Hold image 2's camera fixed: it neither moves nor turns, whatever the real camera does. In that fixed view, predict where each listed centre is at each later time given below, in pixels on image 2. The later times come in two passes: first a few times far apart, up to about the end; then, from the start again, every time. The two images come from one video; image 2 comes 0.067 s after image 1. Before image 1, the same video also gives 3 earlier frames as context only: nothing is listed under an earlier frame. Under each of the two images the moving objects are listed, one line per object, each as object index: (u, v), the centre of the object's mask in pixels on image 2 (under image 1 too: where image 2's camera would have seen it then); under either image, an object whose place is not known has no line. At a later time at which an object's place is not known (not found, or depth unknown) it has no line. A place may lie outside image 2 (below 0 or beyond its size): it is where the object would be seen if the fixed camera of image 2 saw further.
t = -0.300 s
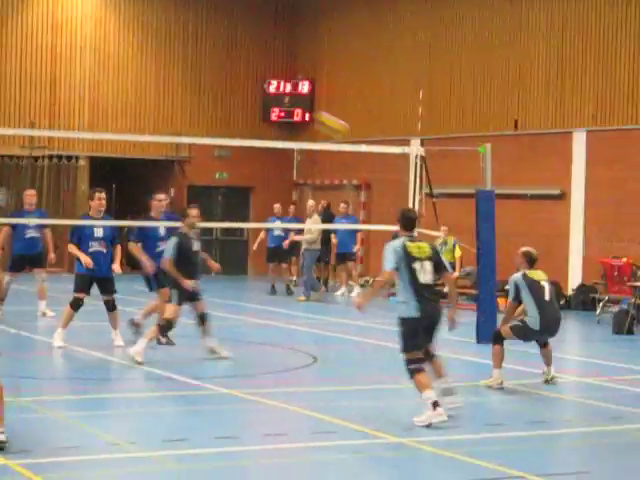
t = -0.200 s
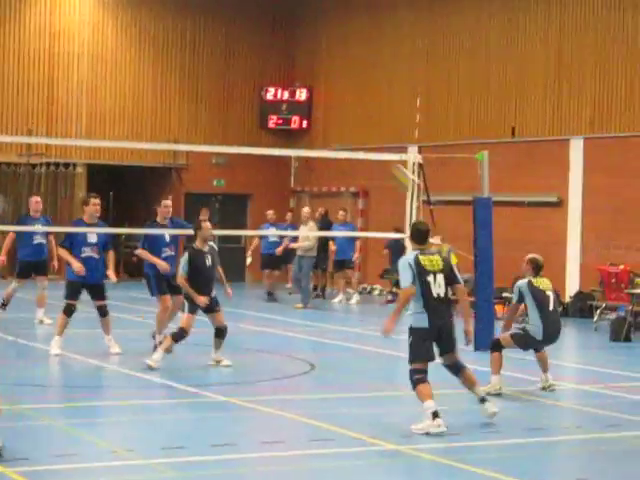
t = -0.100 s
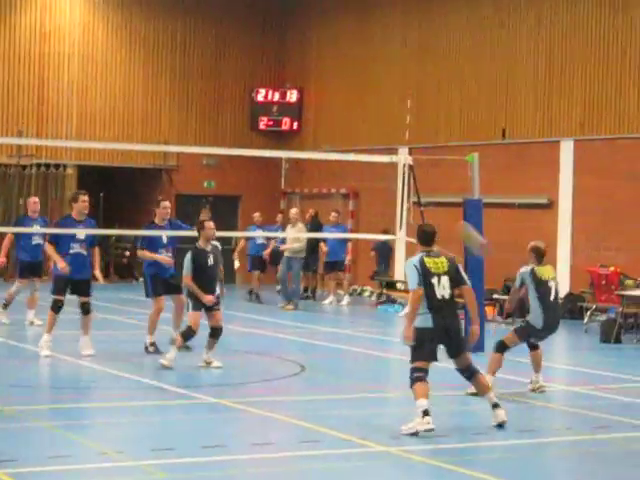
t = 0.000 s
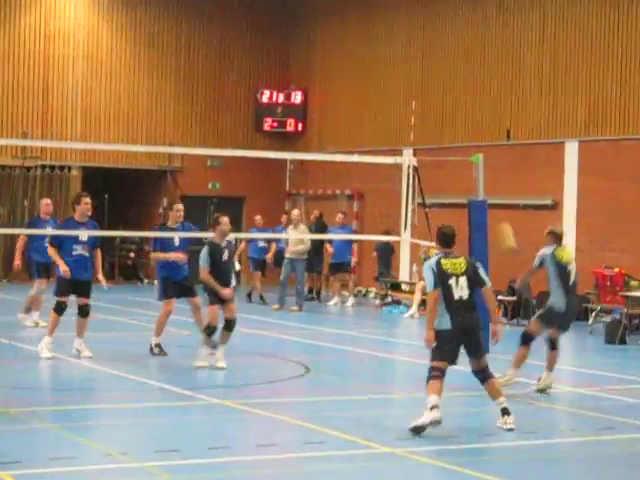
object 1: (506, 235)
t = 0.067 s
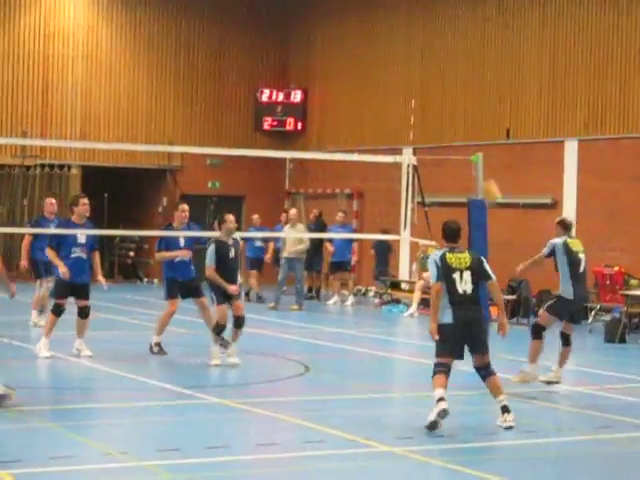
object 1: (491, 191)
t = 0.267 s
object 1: (451, 91)
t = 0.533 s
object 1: (396, 25)
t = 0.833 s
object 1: (341, 28)
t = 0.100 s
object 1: (485, 172)
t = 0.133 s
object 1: (478, 153)
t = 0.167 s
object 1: (471, 136)
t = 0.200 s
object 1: (465, 121)
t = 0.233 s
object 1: (457, 105)
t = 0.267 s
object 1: (451, 91)
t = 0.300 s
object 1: (443, 80)
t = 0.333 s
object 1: (436, 69)
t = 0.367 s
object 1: (429, 58)
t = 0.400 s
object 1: (423, 48)
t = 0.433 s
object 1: (416, 42)
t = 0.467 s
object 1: (409, 34)
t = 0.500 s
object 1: (403, 29)
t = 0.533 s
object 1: (396, 25)
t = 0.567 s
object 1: (390, 21)
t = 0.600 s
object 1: (384, 19)
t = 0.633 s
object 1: (377, 17)
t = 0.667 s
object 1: (371, 17)
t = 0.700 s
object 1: (365, 17)
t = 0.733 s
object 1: (360, 19)
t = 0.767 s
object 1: (353, 21)
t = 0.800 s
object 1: (347, 23)
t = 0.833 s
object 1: (341, 28)
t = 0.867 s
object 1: (334, 32)
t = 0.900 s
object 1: (329, 38)
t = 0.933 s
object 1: (322, 45)
